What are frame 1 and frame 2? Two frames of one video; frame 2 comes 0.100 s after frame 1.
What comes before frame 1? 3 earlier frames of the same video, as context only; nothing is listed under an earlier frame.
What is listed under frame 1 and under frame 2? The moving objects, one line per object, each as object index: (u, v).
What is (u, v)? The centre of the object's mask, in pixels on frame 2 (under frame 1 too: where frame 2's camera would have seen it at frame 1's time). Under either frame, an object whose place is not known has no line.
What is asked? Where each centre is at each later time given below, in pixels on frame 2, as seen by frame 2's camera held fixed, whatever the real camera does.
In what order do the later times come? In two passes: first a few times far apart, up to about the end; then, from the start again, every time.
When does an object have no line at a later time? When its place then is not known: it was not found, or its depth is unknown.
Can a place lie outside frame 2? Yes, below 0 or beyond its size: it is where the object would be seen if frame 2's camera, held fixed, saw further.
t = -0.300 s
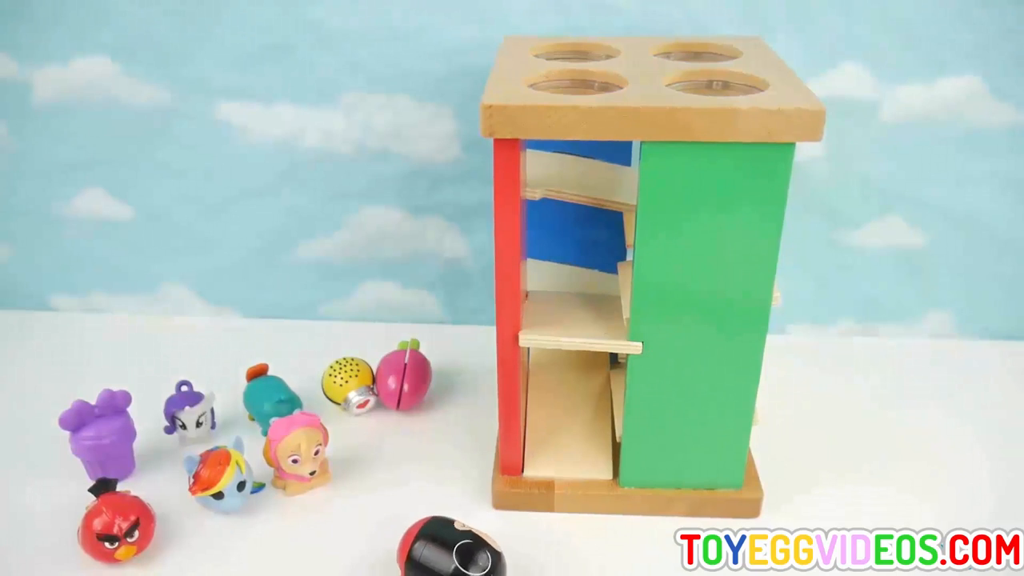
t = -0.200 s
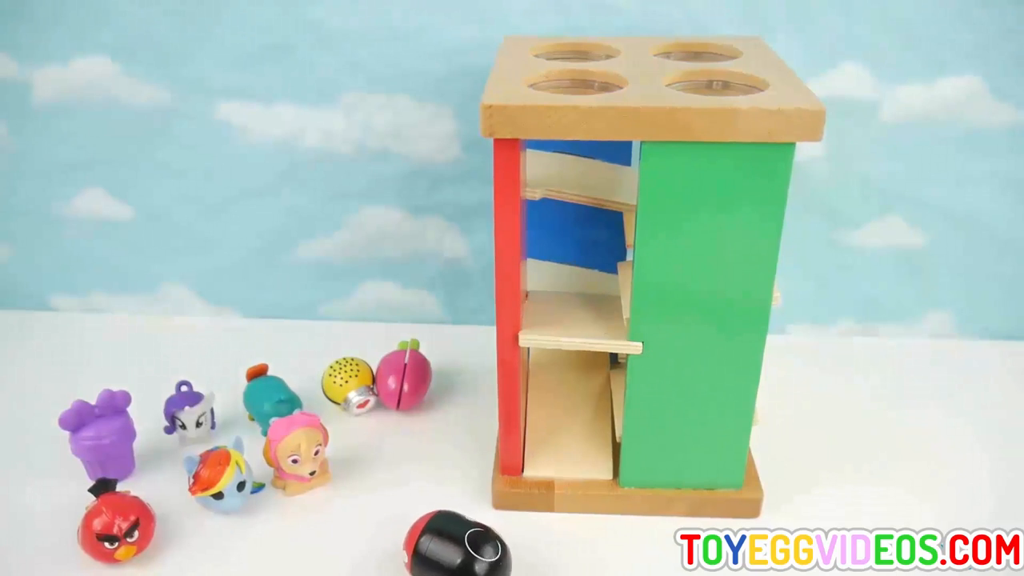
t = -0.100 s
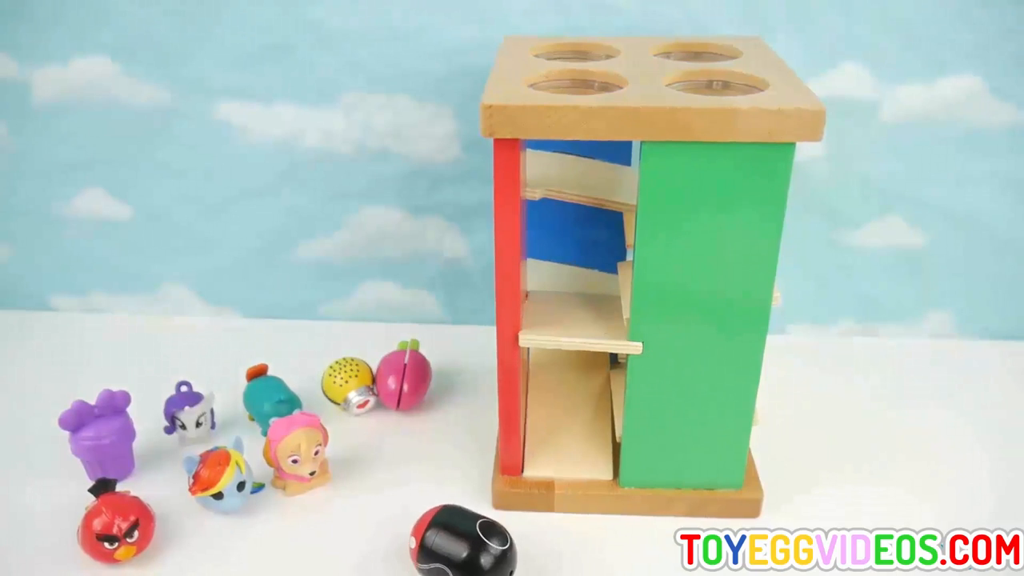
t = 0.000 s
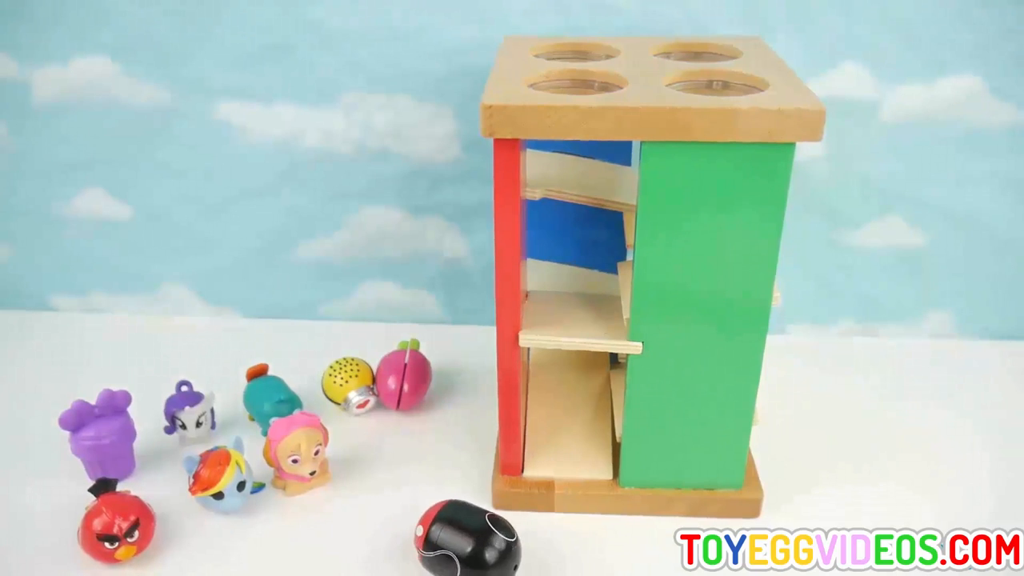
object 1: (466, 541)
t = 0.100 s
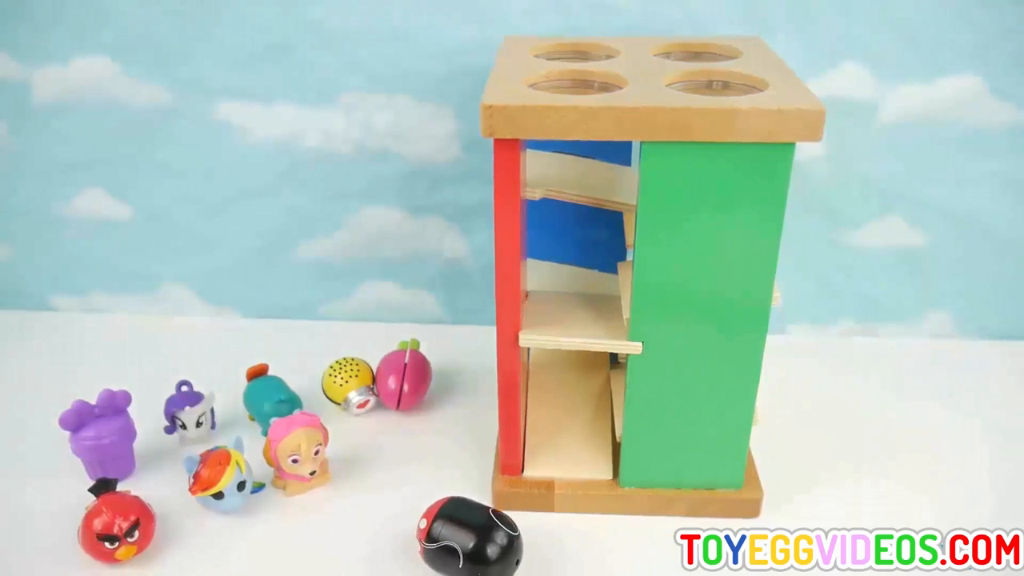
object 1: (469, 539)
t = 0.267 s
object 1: (461, 533)
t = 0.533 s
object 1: (395, 506)
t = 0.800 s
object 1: (351, 497)
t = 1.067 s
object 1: (348, 499)
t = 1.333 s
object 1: (388, 506)
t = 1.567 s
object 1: (447, 528)
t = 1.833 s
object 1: (459, 541)
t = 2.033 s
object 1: (440, 539)
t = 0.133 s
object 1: (468, 539)
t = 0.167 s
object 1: (468, 538)
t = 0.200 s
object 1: (468, 537)
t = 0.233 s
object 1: (465, 536)
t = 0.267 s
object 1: (461, 533)
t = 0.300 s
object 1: (456, 530)
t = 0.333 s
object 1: (450, 526)
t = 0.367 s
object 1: (442, 522)
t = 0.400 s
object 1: (434, 518)
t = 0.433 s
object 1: (424, 515)
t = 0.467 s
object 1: (415, 512)
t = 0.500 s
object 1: (405, 509)
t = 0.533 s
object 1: (395, 506)
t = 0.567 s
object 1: (386, 503)
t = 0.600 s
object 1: (378, 501)
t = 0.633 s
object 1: (372, 500)
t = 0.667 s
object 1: (366, 499)
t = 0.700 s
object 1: (361, 498)
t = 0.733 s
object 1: (357, 497)
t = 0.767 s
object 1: (354, 497)
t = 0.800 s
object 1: (351, 497)
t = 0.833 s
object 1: (348, 497)
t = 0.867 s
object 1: (347, 498)
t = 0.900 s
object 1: (346, 498)
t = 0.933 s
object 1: (345, 498)
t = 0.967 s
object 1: (345, 498)
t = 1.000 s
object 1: (346, 499)
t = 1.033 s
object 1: (347, 499)
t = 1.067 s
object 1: (348, 499)
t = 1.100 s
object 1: (351, 500)
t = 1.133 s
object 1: (354, 500)
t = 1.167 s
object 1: (358, 500)
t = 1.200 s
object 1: (362, 501)
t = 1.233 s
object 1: (368, 501)
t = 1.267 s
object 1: (374, 503)
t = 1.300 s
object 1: (381, 504)
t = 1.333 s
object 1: (388, 506)
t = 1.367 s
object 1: (397, 509)
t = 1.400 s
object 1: (407, 511)
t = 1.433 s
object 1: (417, 514)
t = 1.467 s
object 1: (426, 518)
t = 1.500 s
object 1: (434, 521)
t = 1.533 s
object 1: (441, 524)
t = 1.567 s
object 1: (447, 528)
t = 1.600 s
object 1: (452, 531)
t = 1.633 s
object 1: (455, 534)
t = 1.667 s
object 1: (458, 537)
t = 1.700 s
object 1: (459, 538)
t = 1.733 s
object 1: (460, 539)
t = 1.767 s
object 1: (461, 540)
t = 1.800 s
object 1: (460, 541)
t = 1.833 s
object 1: (459, 541)
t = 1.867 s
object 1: (458, 541)
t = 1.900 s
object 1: (456, 541)
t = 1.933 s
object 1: (453, 541)
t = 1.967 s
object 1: (449, 541)
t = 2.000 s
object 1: (445, 540)
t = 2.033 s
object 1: (440, 539)
